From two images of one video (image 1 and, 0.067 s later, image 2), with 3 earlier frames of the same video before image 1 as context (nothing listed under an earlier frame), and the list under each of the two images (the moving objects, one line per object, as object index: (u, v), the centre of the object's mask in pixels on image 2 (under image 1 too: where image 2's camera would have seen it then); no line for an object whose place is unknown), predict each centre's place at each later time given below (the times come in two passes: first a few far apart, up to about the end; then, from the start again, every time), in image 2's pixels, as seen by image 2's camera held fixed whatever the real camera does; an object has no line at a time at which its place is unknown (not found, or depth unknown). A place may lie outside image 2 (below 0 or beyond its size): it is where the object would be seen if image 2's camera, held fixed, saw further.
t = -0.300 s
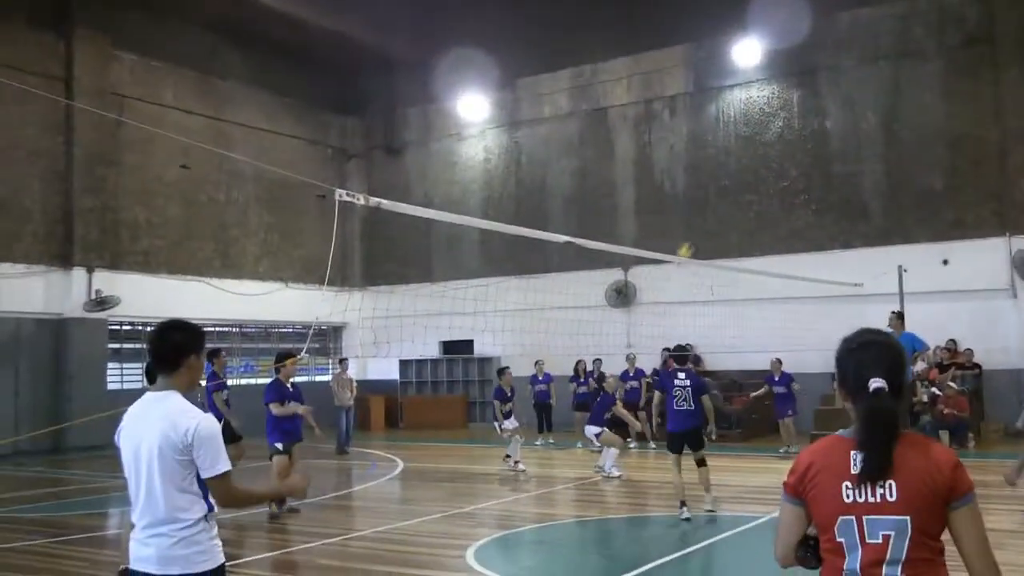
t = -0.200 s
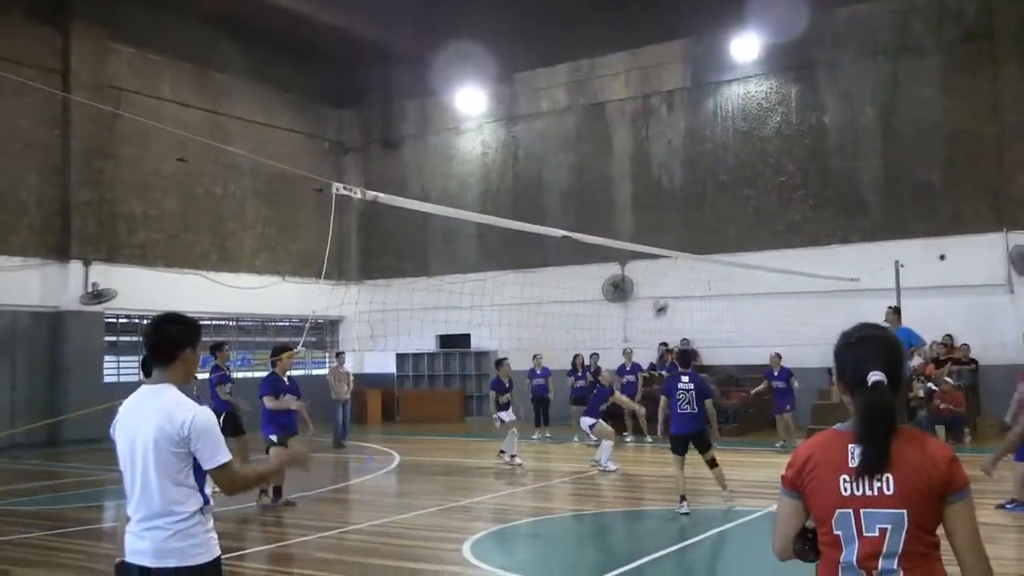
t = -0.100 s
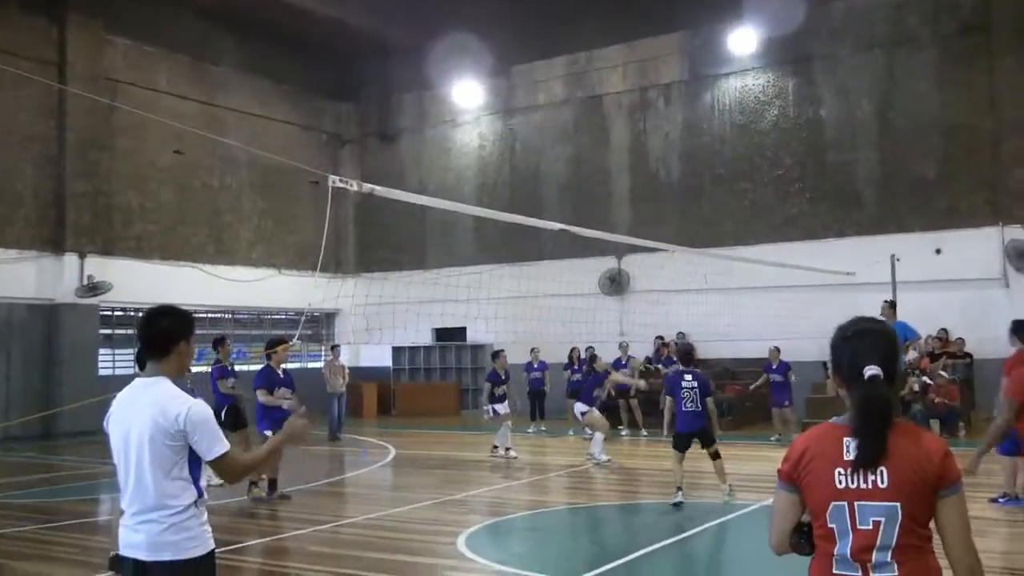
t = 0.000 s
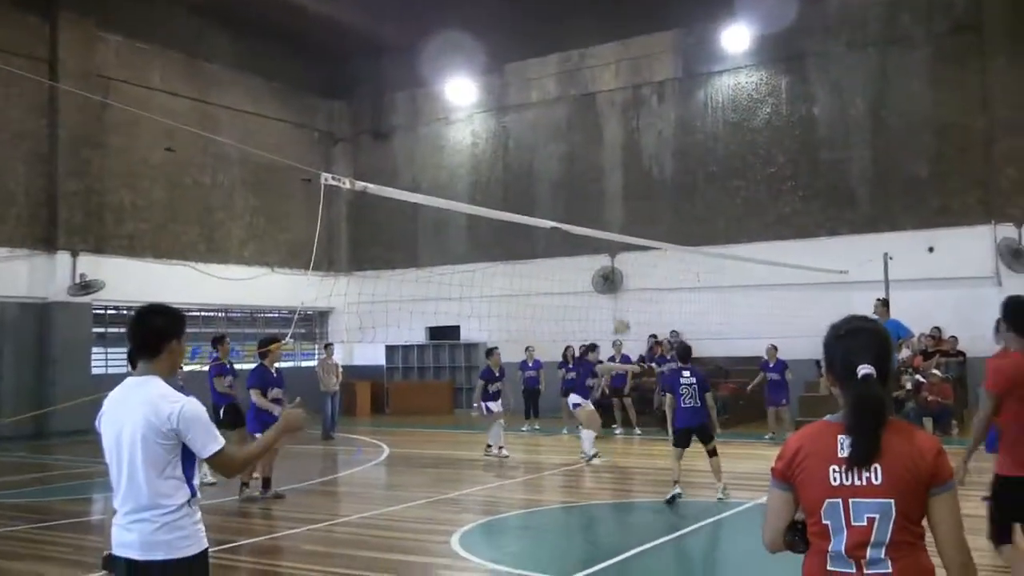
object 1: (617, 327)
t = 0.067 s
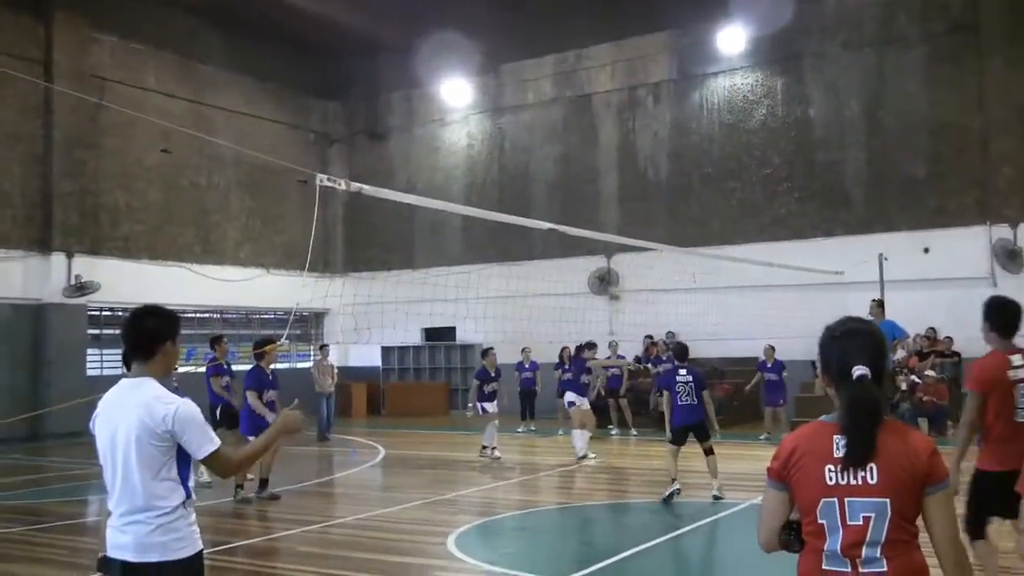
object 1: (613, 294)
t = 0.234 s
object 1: (603, 225)
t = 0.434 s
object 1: (590, 168)
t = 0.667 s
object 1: (574, 138)
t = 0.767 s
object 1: (568, 139)
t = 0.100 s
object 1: (611, 276)
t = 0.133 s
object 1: (611, 264)
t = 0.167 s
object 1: (607, 252)
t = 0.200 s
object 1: (604, 245)
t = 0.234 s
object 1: (603, 225)
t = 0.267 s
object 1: (602, 213)
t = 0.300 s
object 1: (600, 203)
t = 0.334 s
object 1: (596, 195)
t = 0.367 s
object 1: (594, 185)
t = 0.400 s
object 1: (593, 176)
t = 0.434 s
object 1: (590, 168)
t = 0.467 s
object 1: (588, 162)
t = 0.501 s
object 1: (585, 155)
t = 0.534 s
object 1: (584, 151)
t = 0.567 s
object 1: (581, 146)
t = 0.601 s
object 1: (578, 142)
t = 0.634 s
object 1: (576, 140)
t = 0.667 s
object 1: (574, 138)
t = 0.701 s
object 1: (572, 137)
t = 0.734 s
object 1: (569, 137)
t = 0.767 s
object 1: (568, 139)
